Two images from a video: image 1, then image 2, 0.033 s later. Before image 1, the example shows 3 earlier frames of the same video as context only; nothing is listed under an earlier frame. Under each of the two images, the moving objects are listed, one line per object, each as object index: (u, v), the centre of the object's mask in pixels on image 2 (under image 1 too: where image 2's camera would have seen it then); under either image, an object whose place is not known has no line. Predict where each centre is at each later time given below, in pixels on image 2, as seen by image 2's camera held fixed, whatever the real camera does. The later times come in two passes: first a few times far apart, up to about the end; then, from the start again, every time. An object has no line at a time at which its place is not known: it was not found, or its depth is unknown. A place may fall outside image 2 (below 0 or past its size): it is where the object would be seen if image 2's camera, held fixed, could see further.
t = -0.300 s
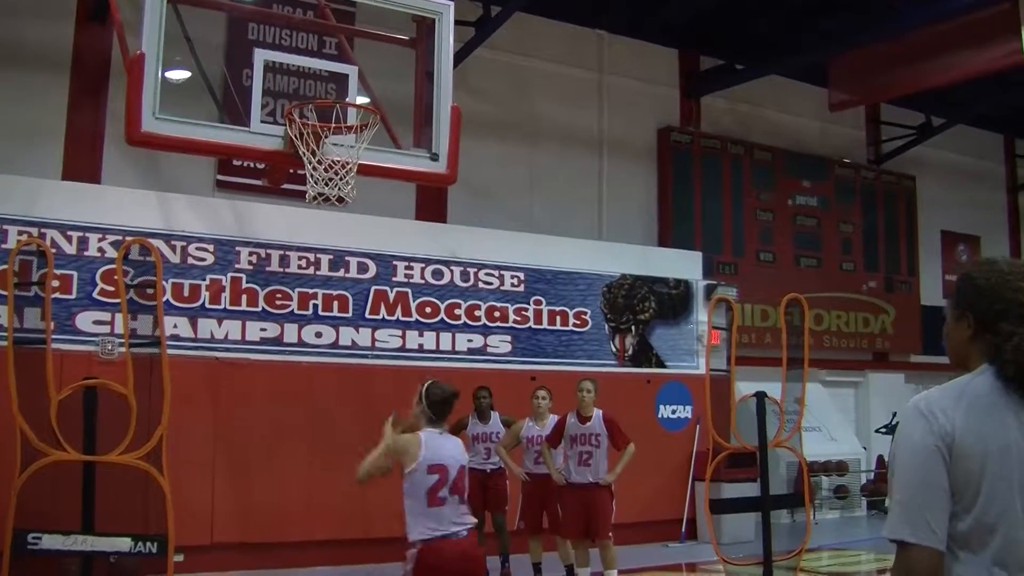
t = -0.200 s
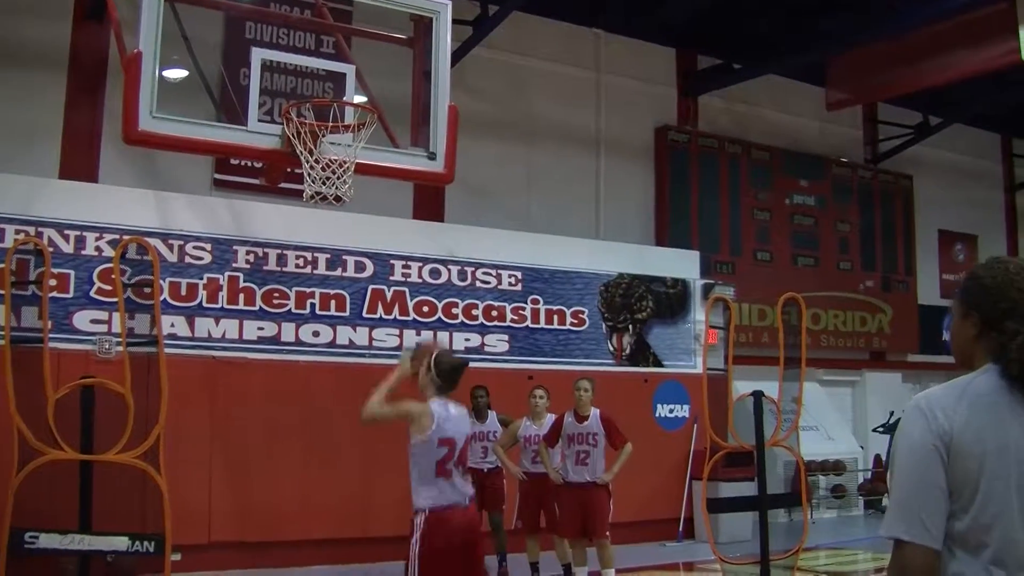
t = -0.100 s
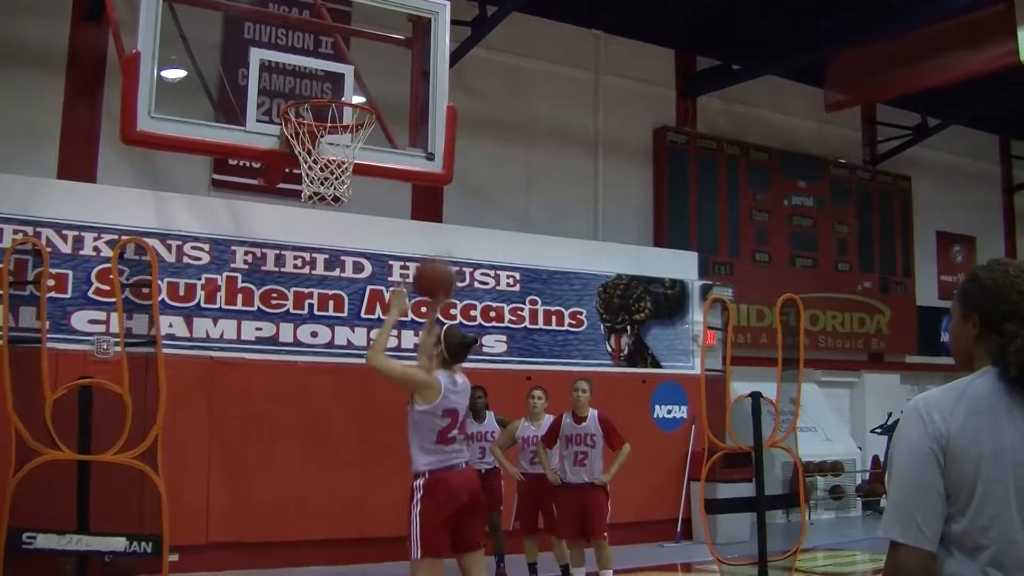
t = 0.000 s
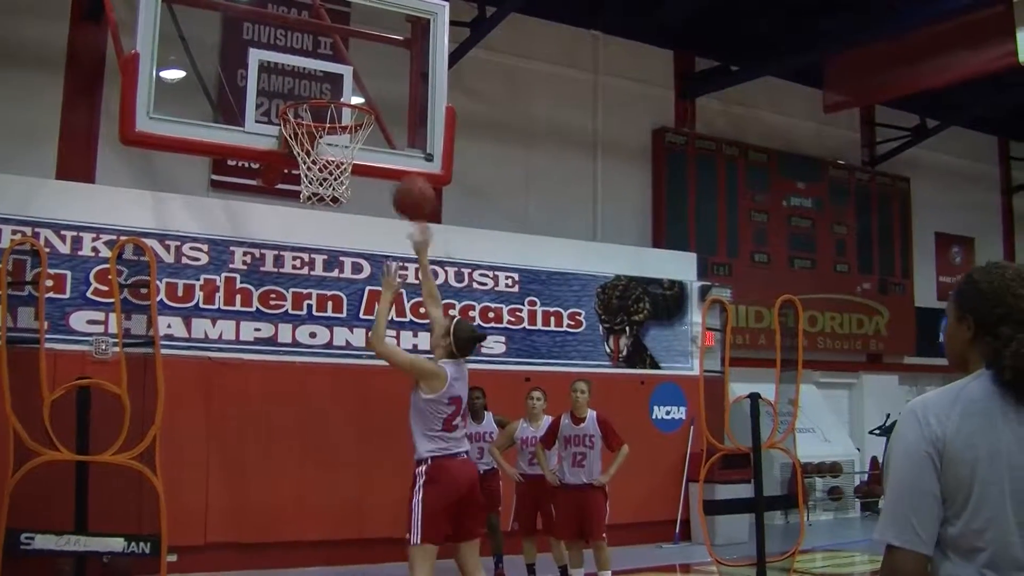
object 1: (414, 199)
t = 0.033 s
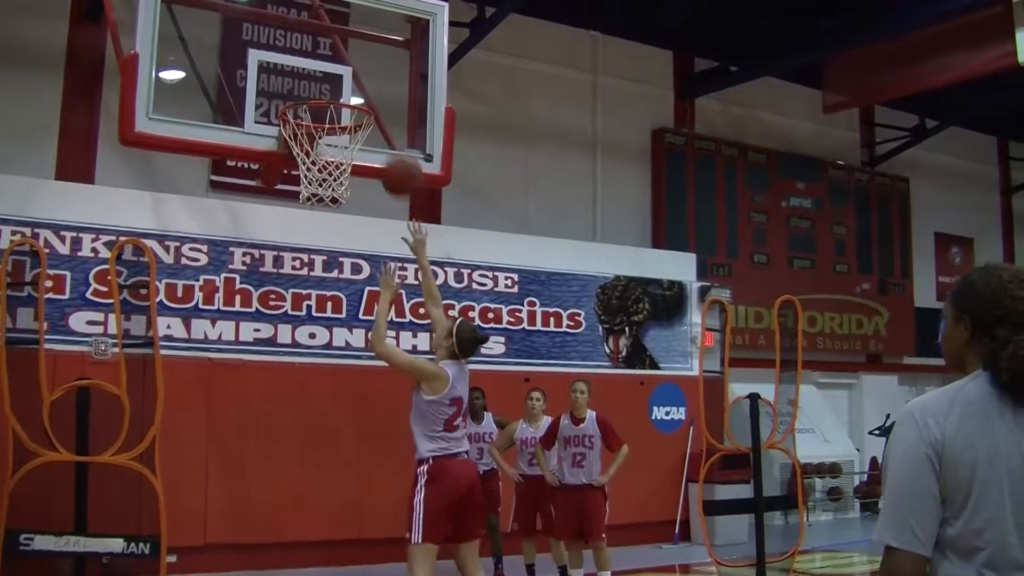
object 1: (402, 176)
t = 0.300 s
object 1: (353, 86)
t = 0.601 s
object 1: (332, 153)
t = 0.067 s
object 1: (390, 157)
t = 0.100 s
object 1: (382, 137)
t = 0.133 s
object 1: (378, 121)
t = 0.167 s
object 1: (358, 101)
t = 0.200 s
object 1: (357, 94)
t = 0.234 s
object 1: (357, 90)
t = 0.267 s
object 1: (355, 88)
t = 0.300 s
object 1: (353, 86)
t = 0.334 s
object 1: (352, 86)
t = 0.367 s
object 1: (351, 86)
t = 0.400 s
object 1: (350, 88)
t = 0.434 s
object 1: (348, 91)
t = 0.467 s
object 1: (348, 94)
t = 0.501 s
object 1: (346, 110)
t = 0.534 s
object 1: (340, 126)
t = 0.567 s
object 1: (338, 137)
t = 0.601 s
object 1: (332, 153)
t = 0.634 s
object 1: (331, 171)
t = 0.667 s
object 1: (328, 194)
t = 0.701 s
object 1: (322, 206)
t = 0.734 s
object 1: (319, 224)
